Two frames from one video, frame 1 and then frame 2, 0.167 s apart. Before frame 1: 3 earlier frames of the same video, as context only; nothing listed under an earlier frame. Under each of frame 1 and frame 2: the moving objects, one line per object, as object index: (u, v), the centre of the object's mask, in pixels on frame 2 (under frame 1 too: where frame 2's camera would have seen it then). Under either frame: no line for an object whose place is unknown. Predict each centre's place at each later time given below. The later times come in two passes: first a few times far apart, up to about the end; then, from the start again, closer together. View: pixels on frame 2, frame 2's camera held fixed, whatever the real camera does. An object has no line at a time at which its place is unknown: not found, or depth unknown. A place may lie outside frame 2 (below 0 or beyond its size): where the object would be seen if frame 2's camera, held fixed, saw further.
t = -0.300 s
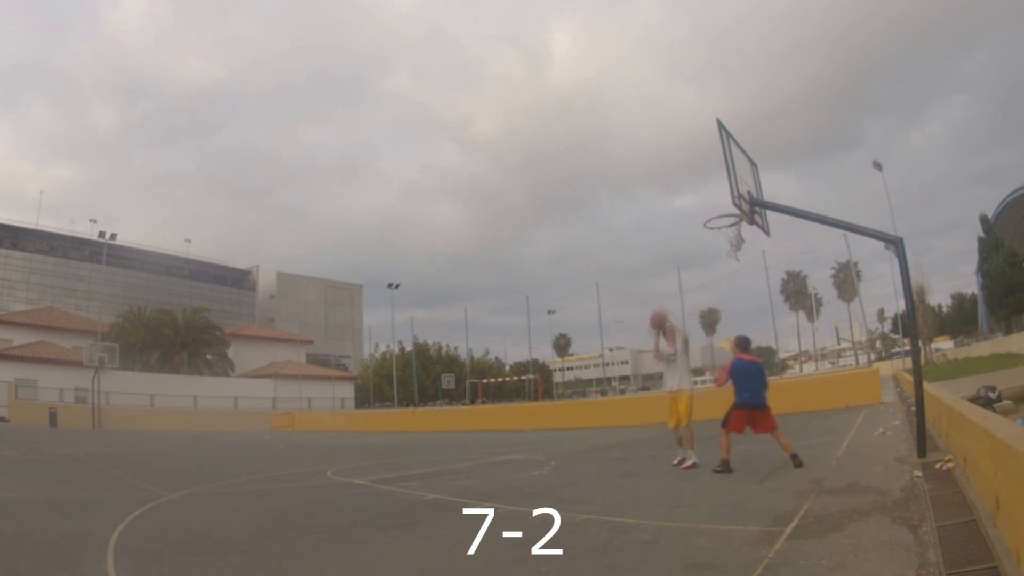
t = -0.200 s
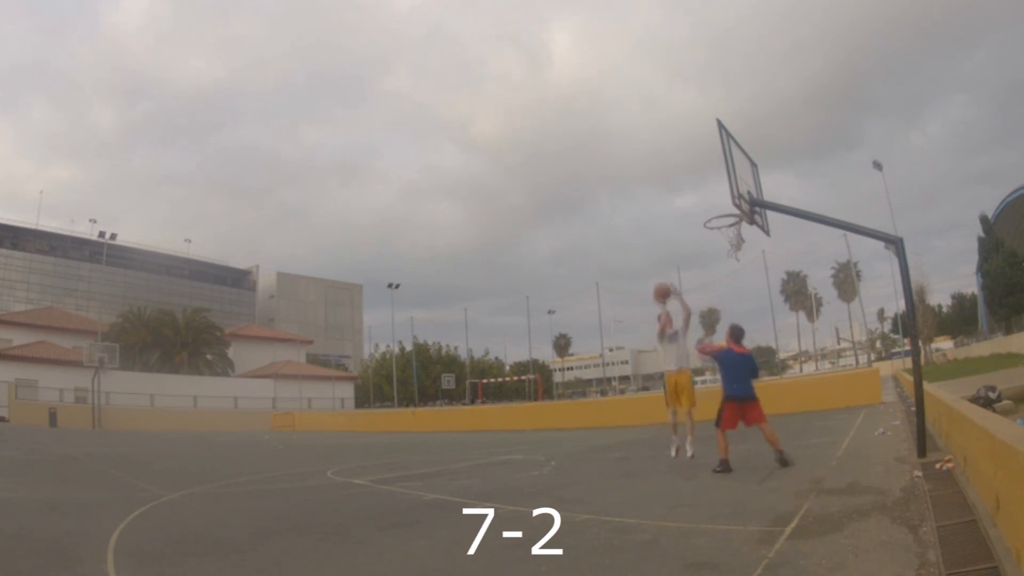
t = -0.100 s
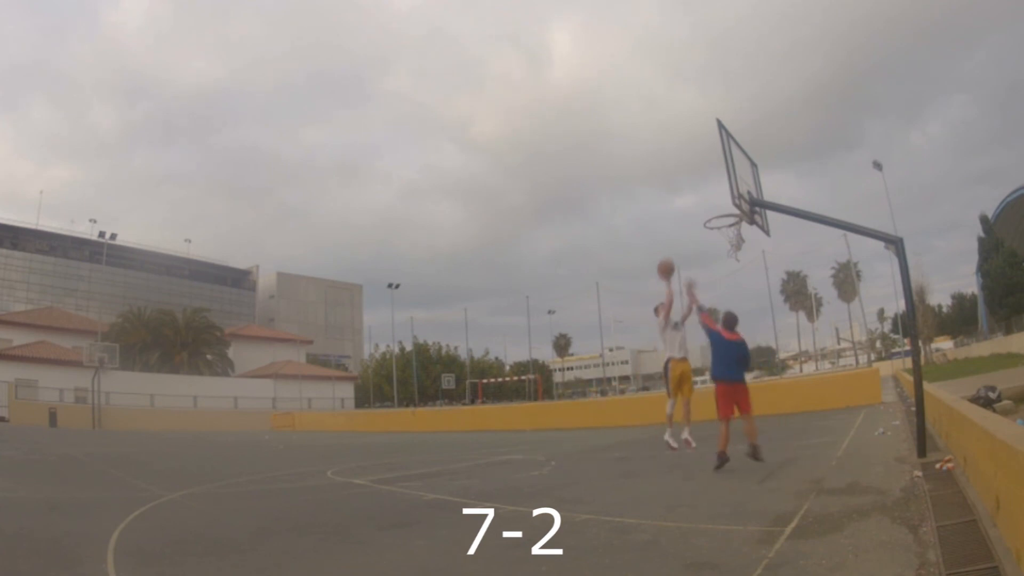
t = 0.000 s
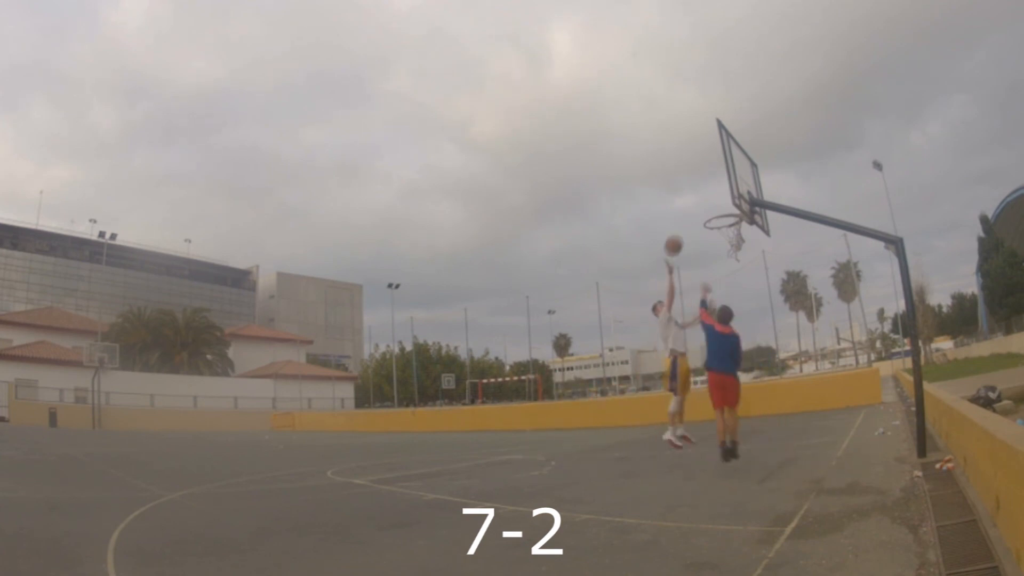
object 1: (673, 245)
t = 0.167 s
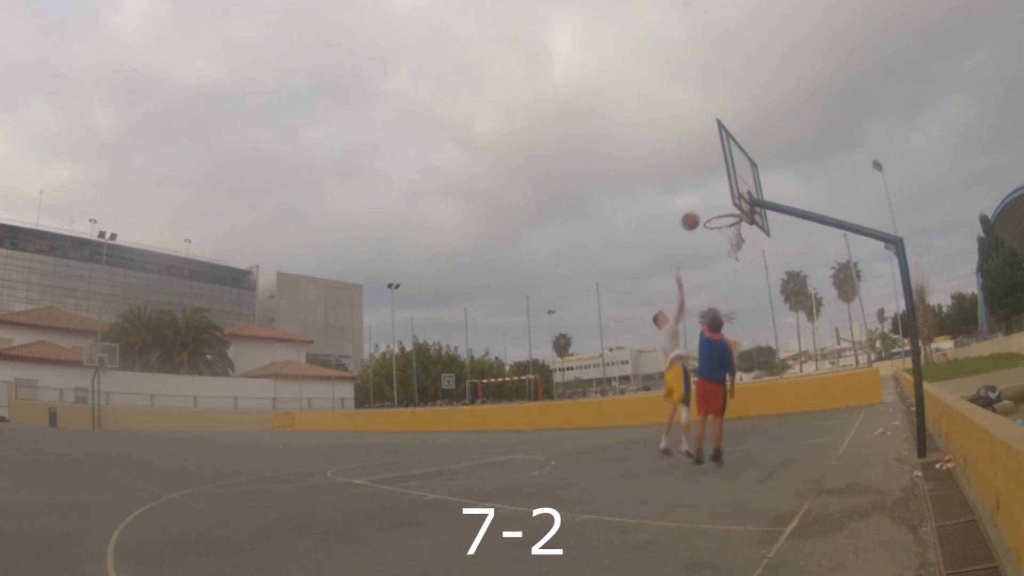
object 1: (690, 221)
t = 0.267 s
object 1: (702, 216)
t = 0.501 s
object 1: (732, 231)
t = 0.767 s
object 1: (738, 258)
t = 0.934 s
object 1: (741, 300)
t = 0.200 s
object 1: (693, 219)
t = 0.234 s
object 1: (698, 217)
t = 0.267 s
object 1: (702, 216)
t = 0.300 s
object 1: (705, 216)
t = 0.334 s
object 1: (710, 216)
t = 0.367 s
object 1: (714, 217)
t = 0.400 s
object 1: (718, 219)
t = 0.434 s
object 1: (723, 223)
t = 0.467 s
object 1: (727, 226)
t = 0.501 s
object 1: (732, 231)
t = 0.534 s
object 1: (735, 233)
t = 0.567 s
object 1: (737, 237)
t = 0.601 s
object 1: (738, 239)
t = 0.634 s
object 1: (738, 240)
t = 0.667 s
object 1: (738, 244)
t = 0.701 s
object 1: (737, 248)
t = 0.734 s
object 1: (738, 253)
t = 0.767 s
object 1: (738, 258)
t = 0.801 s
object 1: (738, 265)
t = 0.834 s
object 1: (739, 273)
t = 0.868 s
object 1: (739, 281)
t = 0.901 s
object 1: (740, 291)
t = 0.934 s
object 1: (741, 300)
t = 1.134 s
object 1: (746, 389)
